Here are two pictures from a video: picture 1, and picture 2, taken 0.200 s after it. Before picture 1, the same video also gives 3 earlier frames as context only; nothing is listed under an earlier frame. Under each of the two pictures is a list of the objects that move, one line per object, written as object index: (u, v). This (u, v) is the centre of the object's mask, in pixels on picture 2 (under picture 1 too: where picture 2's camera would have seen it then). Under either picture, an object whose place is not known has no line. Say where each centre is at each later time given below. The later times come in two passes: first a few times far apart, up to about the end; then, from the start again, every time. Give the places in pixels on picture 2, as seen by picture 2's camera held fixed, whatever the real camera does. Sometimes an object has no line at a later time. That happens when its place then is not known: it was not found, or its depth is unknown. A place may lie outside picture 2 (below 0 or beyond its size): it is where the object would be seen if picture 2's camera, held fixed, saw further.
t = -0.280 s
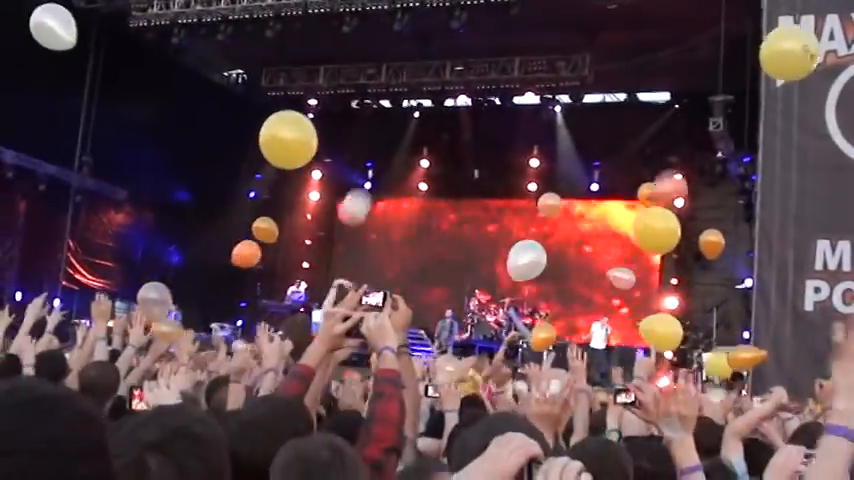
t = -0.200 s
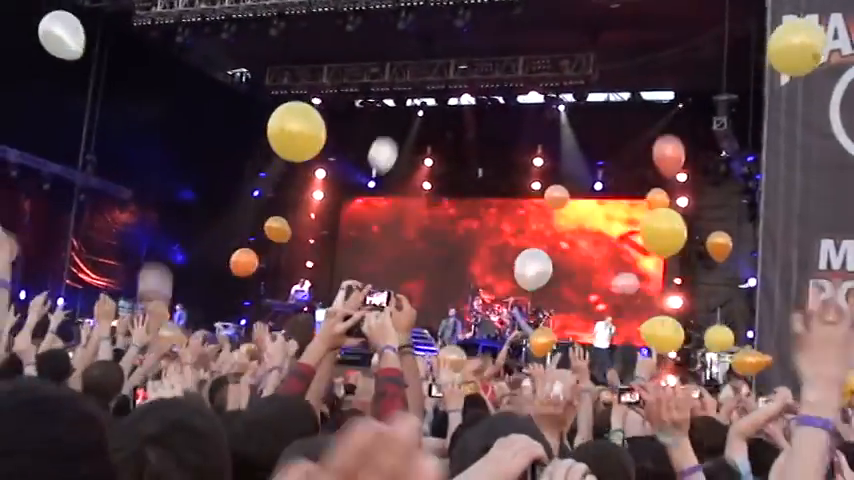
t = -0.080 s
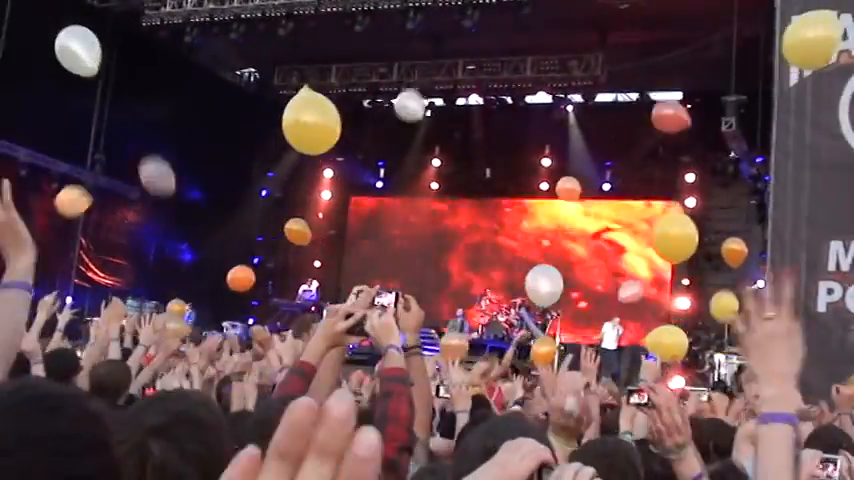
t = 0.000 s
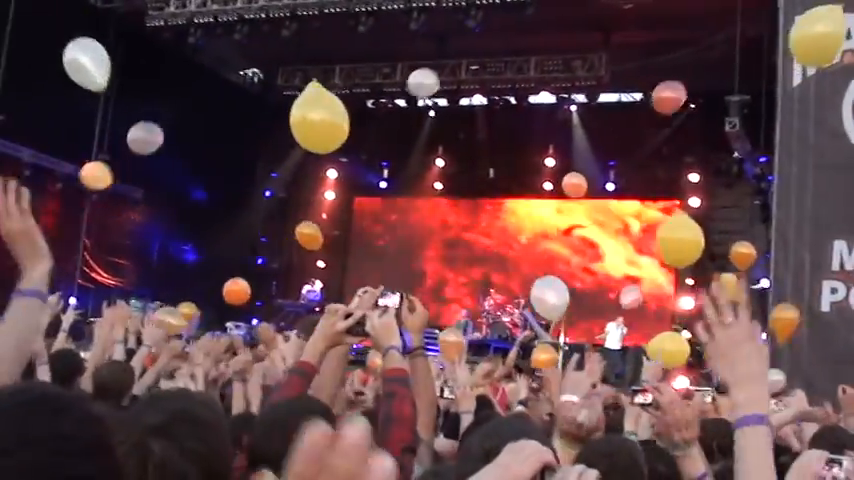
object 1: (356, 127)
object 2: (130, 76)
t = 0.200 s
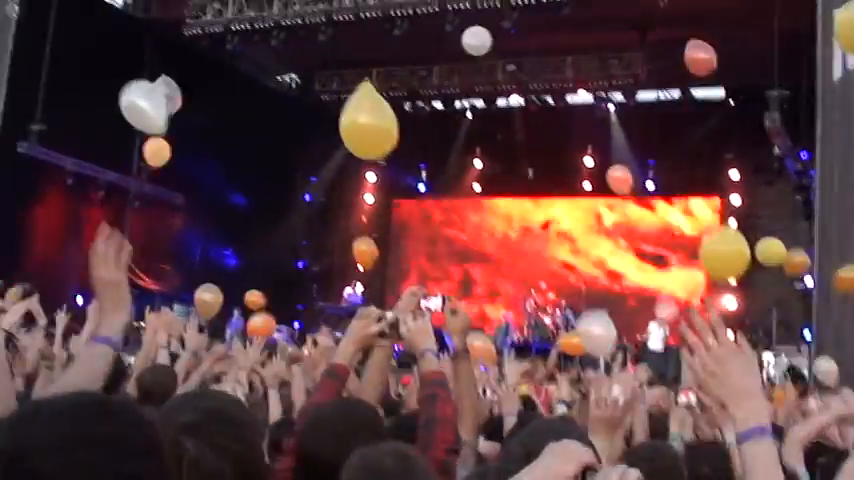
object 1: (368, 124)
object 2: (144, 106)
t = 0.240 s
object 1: (372, 122)
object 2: (148, 110)
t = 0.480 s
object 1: (388, 151)
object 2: (183, 171)
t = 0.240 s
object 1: (372, 122)
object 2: (148, 110)
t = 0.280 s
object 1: (376, 127)
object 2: (155, 120)
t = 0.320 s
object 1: (380, 131)
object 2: (161, 131)
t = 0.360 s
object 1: (383, 136)
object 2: (167, 141)
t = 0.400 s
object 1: (383, 141)
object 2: (170, 151)
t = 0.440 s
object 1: (382, 147)
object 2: (171, 162)
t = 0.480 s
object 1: (388, 151)
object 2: (183, 171)
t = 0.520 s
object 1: (393, 156)
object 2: (193, 181)
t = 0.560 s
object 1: (390, 163)
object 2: (191, 193)
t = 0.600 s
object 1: (391, 169)
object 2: (196, 204)
